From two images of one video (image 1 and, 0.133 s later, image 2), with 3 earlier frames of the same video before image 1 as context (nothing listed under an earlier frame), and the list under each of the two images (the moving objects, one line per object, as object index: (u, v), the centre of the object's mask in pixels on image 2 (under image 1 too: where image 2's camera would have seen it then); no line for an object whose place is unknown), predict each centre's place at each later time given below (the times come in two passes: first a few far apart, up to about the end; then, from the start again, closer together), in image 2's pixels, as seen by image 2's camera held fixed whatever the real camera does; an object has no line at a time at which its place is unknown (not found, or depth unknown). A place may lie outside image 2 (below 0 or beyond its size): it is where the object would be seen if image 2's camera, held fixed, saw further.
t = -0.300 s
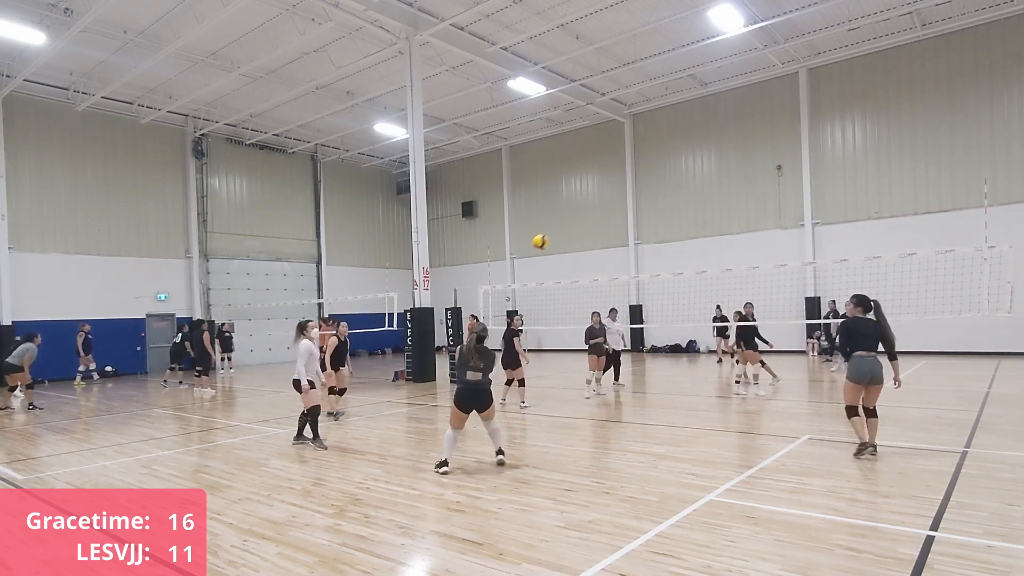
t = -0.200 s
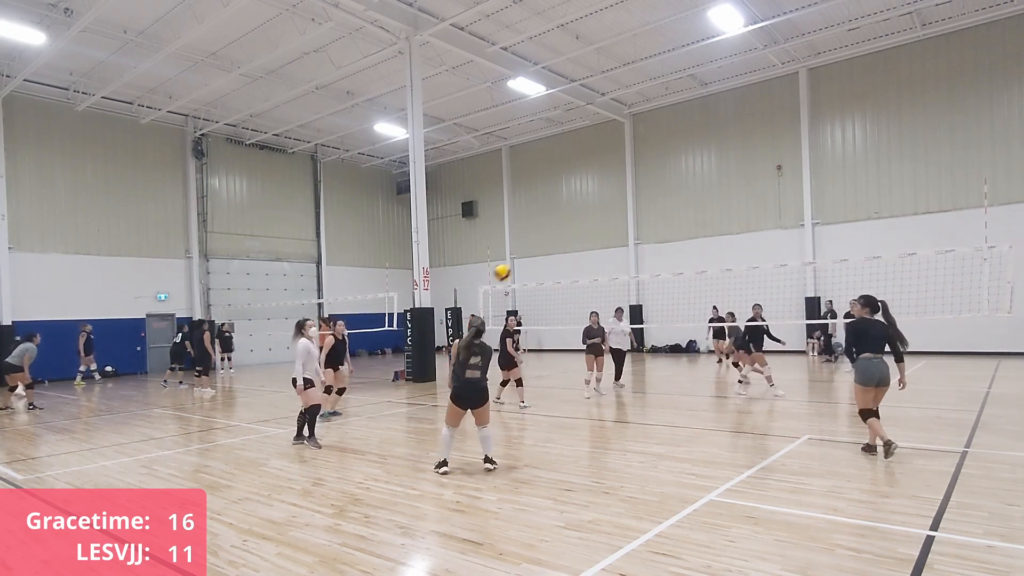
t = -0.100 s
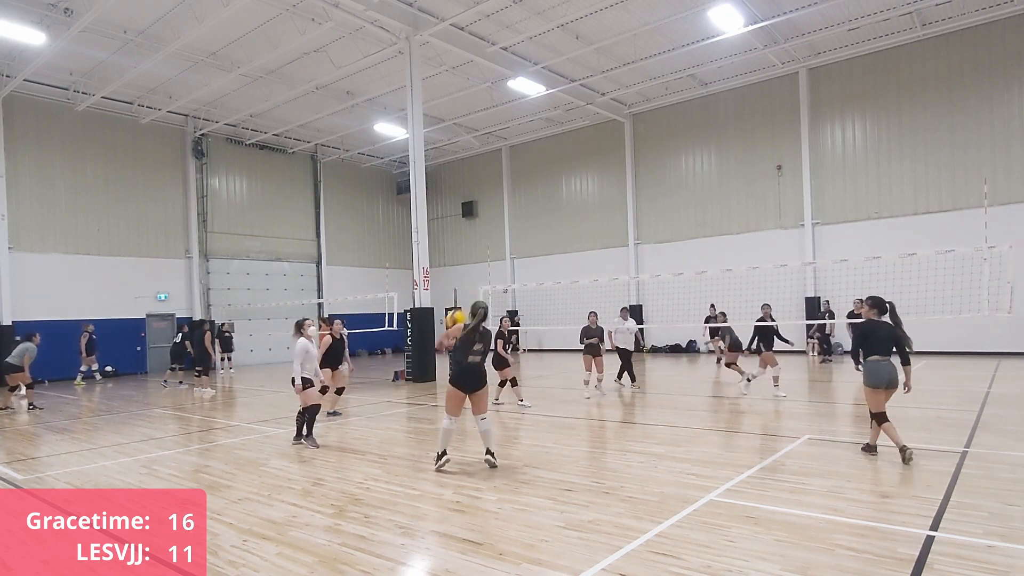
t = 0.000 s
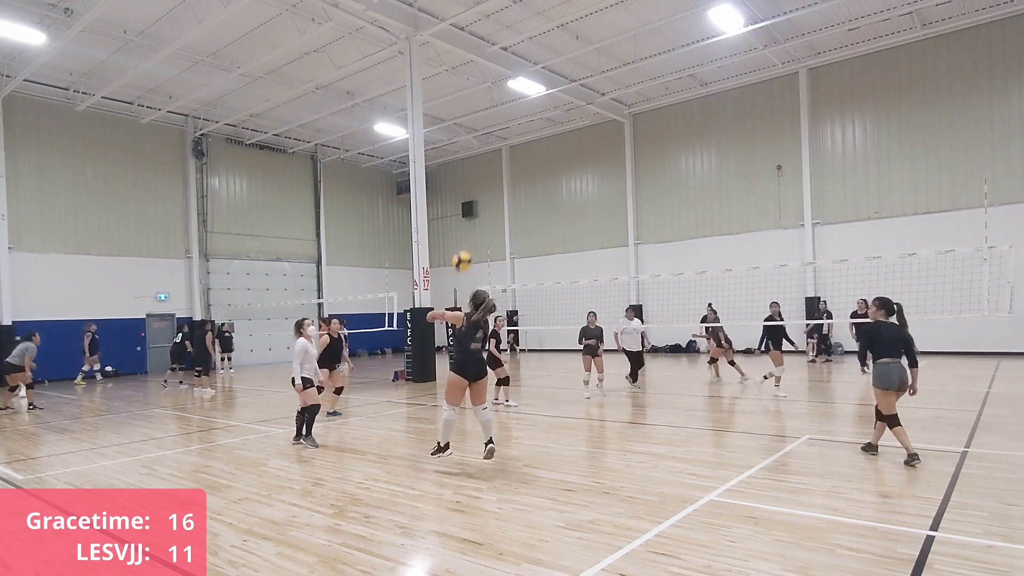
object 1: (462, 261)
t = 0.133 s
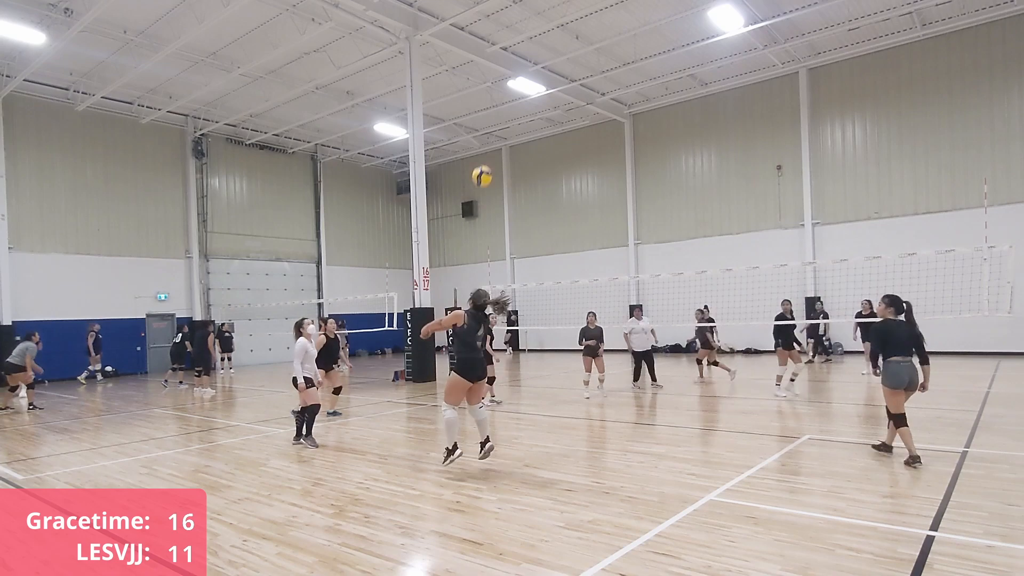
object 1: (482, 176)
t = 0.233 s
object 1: (497, 124)
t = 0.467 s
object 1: (531, 44)
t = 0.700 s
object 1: (565, 13)
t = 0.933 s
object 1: (598, 29)
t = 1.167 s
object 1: (632, 89)
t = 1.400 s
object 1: (663, 188)
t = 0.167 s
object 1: (487, 158)
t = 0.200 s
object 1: (492, 140)
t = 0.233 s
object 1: (497, 124)
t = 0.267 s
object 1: (502, 110)
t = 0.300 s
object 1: (507, 96)
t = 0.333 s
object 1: (511, 83)
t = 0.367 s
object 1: (516, 71)
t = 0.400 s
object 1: (521, 62)
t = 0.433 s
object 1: (526, 52)
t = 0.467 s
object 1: (531, 44)
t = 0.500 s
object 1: (536, 36)
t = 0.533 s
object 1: (541, 30)
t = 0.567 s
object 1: (545, 25)
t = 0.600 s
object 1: (550, 20)
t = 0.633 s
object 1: (555, 17)
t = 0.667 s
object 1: (560, 15)
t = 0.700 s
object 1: (565, 13)
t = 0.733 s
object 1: (570, 13)
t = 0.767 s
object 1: (574, 13)
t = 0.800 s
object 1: (579, 14)
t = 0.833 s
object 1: (584, 17)
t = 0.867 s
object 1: (589, 20)
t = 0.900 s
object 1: (593, 24)
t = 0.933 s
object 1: (598, 29)
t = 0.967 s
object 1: (603, 35)
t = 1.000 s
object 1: (608, 42)
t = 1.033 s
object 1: (613, 50)
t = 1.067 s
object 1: (618, 58)
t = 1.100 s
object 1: (622, 67)
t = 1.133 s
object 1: (627, 78)
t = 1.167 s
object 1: (632, 89)
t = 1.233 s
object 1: (641, 114)
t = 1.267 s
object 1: (645, 127)
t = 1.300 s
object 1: (650, 142)
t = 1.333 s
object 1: (654, 156)
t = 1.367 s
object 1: (659, 172)
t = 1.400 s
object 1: (663, 188)
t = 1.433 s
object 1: (667, 205)
